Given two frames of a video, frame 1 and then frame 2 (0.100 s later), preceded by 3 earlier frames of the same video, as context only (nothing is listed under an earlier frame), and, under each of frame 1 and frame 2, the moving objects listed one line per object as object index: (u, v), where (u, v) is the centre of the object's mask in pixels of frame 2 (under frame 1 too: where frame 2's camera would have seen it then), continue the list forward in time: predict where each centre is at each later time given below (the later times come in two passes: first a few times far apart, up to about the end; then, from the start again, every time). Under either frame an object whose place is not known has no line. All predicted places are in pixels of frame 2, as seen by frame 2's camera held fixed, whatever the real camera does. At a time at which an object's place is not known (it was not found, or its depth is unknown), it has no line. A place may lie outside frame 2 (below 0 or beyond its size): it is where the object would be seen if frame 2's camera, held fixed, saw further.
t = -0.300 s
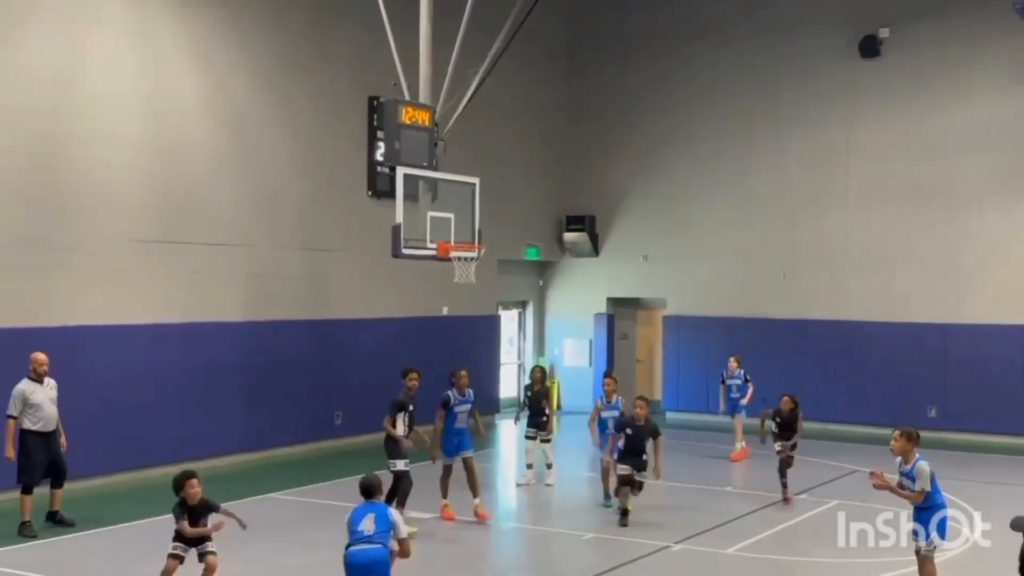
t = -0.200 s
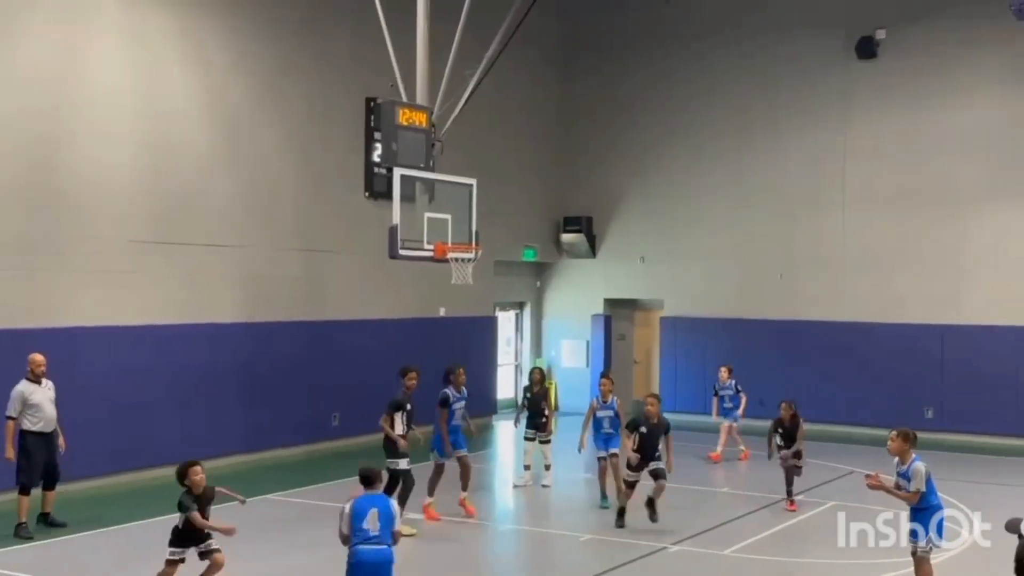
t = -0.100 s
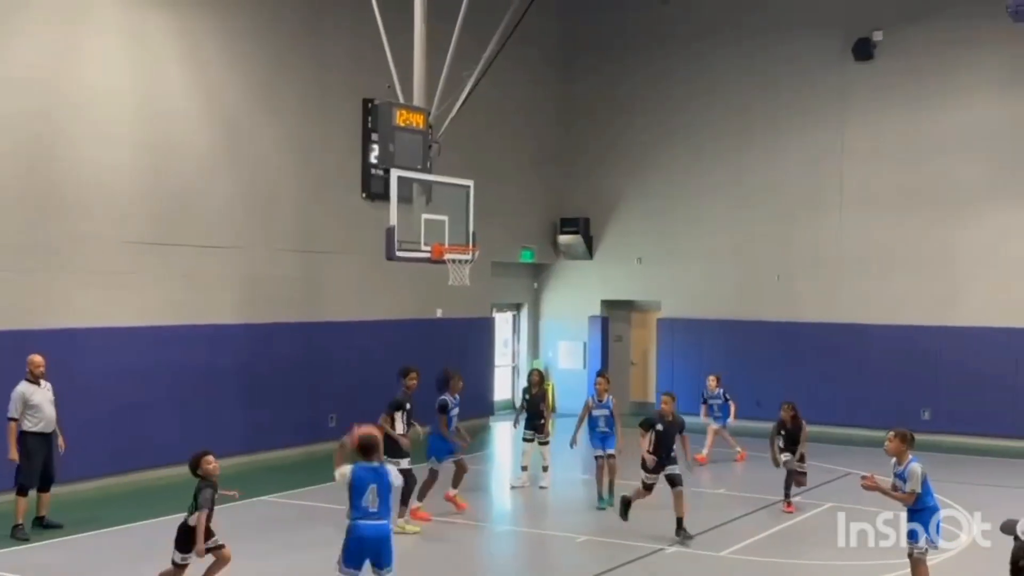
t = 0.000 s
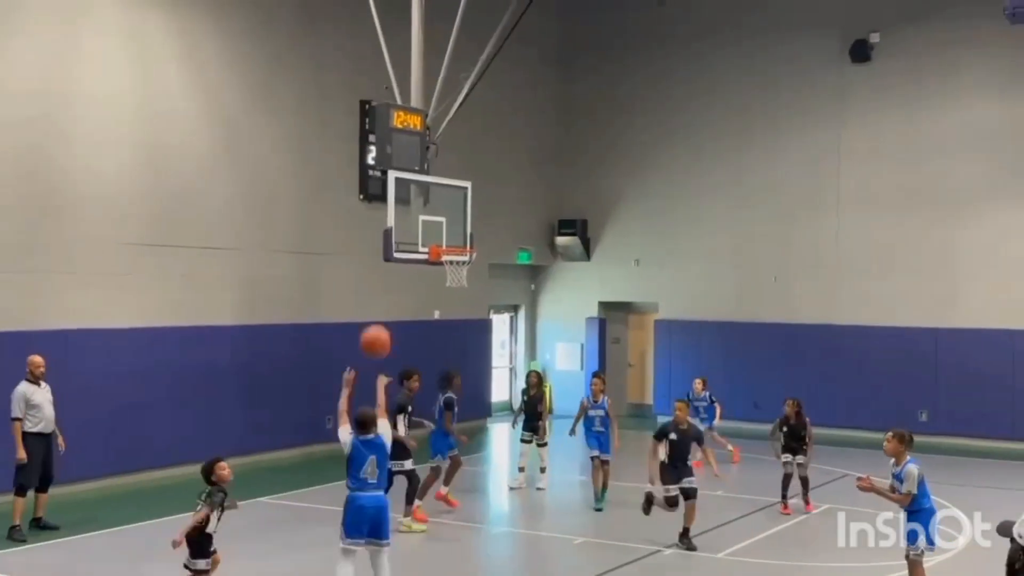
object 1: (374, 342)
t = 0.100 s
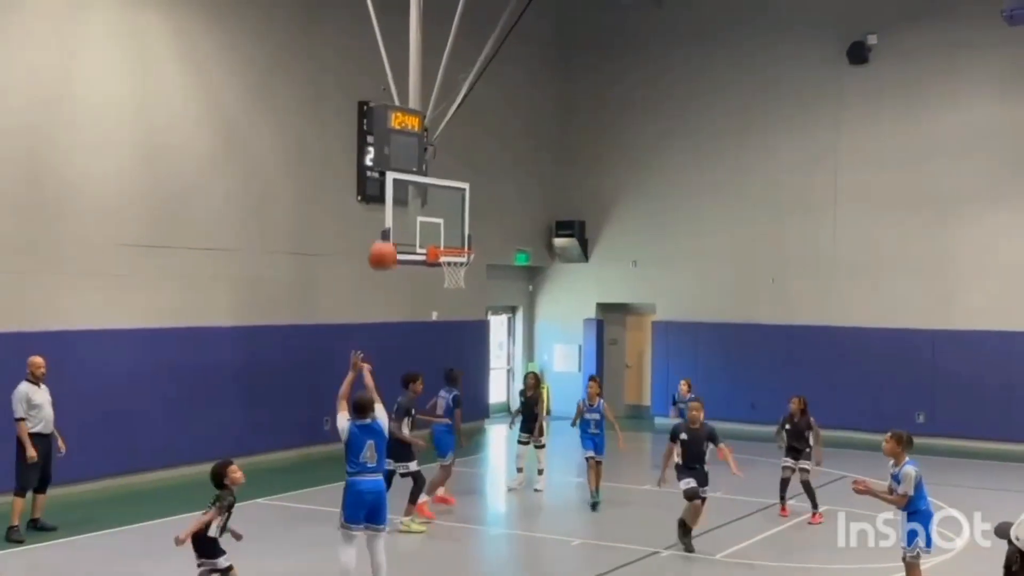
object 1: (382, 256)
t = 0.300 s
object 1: (396, 140)
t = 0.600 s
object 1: (411, 81)
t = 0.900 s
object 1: (421, 112)
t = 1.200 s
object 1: (430, 206)
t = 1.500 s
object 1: (453, 227)
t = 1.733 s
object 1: (492, 246)
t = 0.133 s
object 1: (385, 231)
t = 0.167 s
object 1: (387, 209)
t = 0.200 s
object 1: (390, 190)
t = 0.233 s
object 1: (392, 170)
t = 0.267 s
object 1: (395, 154)
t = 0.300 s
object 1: (396, 140)
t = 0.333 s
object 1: (398, 129)
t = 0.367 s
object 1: (400, 118)
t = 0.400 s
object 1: (400, 108)
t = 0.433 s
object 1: (404, 100)
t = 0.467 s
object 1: (404, 94)
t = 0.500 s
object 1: (407, 89)
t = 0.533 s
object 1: (408, 85)
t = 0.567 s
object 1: (408, 83)
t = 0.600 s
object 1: (411, 81)
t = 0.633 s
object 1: (412, 81)
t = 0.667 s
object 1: (413, 81)
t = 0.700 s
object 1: (414, 83)
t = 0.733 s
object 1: (416, 86)
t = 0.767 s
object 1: (417, 89)
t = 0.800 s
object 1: (418, 93)
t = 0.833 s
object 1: (419, 99)
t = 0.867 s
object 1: (421, 105)
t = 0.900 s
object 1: (421, 112)
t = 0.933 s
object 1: (423, 119)
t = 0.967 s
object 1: (425, 128)
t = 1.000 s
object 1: (425, 138)
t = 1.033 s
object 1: (426, 148)
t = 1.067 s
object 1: (426, 158)
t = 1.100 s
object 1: (427, 169)
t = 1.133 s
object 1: (428, 181)
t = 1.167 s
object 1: (429, 194)
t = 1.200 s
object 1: (430, 206)
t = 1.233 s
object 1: (431, 220)
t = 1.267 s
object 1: (431, 234)
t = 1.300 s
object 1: (431, 246)
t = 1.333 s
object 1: (427, 241)
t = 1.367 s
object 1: (432, 236)
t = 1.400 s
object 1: (436, 233)
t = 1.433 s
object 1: (441, 231)
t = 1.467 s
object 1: (447, 229)
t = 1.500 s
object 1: (453, 227)
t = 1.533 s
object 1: (458, 227)
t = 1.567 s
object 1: (463, 228)
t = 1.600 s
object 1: (469, 230)
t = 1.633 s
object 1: (475, 232)
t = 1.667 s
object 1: (480, 236)
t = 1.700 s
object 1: (486, 241)
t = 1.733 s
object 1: (492, 246)
